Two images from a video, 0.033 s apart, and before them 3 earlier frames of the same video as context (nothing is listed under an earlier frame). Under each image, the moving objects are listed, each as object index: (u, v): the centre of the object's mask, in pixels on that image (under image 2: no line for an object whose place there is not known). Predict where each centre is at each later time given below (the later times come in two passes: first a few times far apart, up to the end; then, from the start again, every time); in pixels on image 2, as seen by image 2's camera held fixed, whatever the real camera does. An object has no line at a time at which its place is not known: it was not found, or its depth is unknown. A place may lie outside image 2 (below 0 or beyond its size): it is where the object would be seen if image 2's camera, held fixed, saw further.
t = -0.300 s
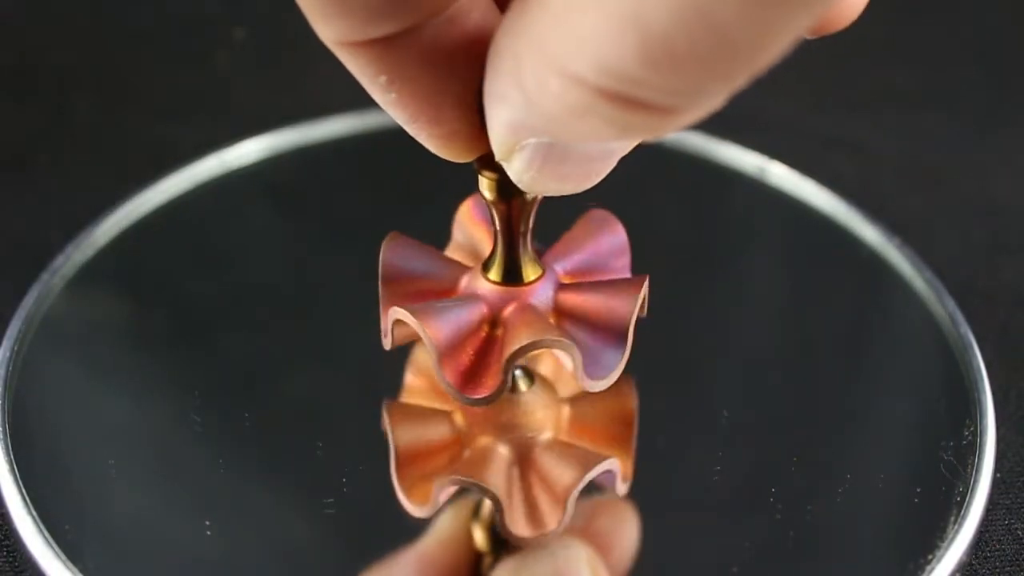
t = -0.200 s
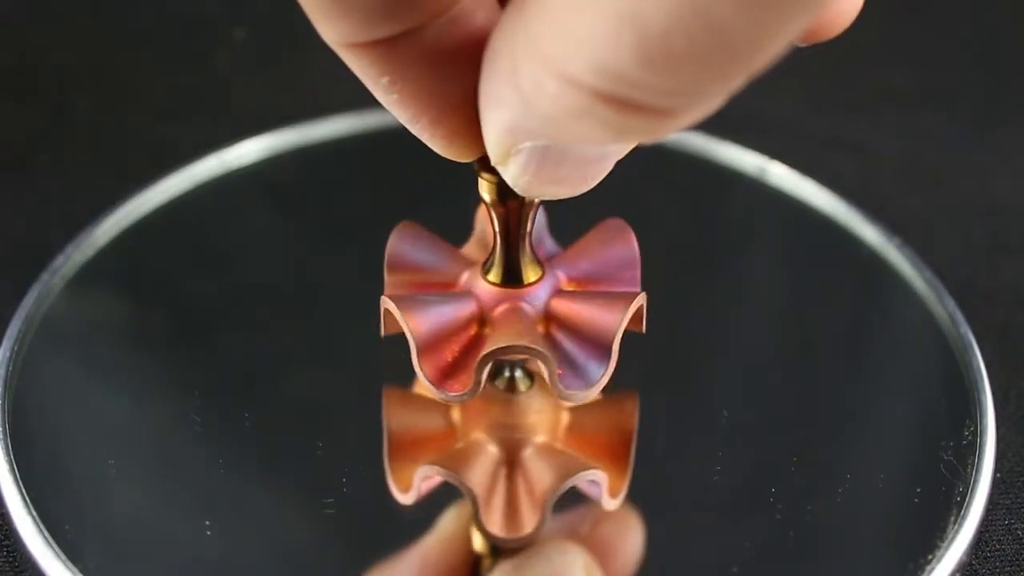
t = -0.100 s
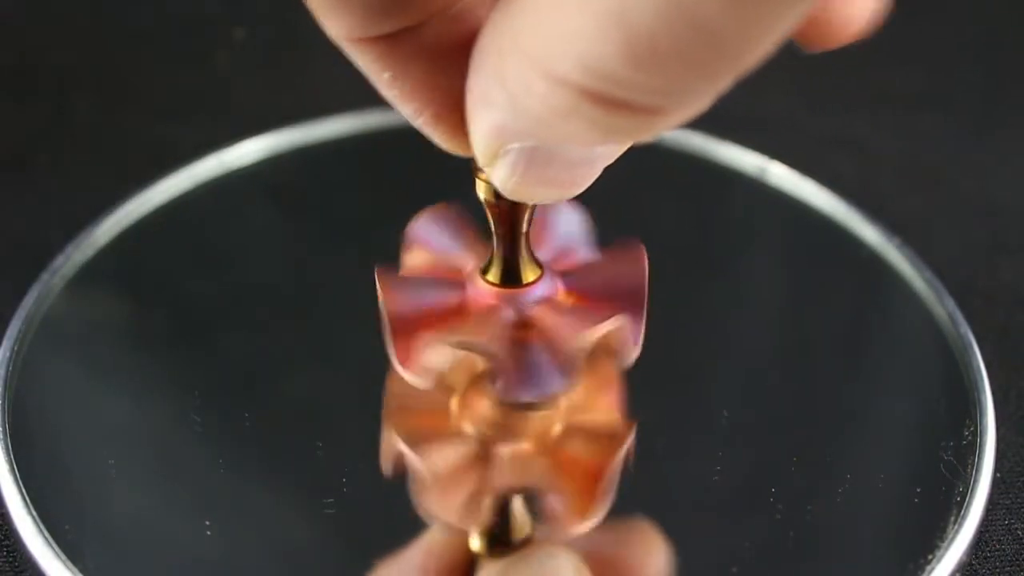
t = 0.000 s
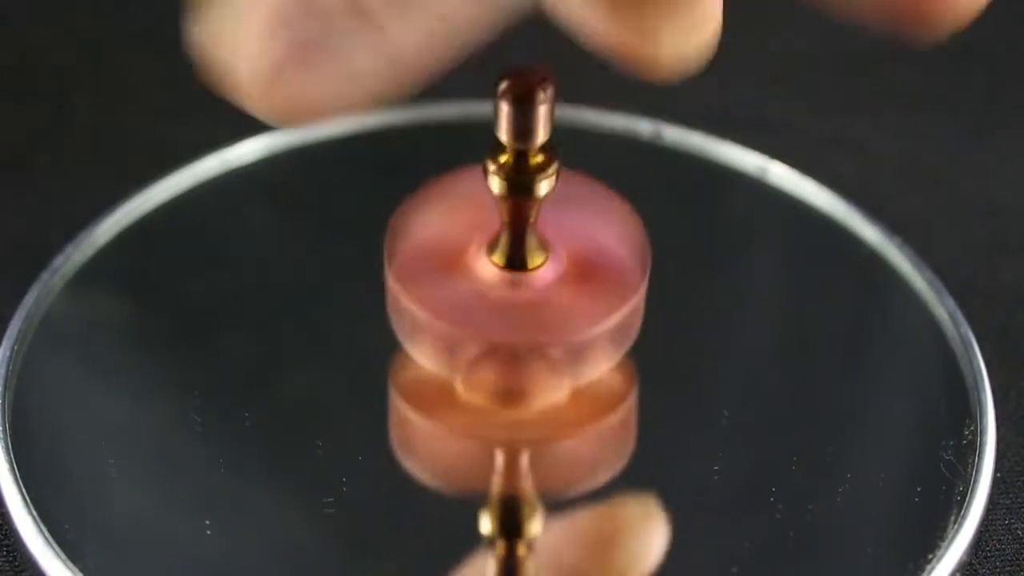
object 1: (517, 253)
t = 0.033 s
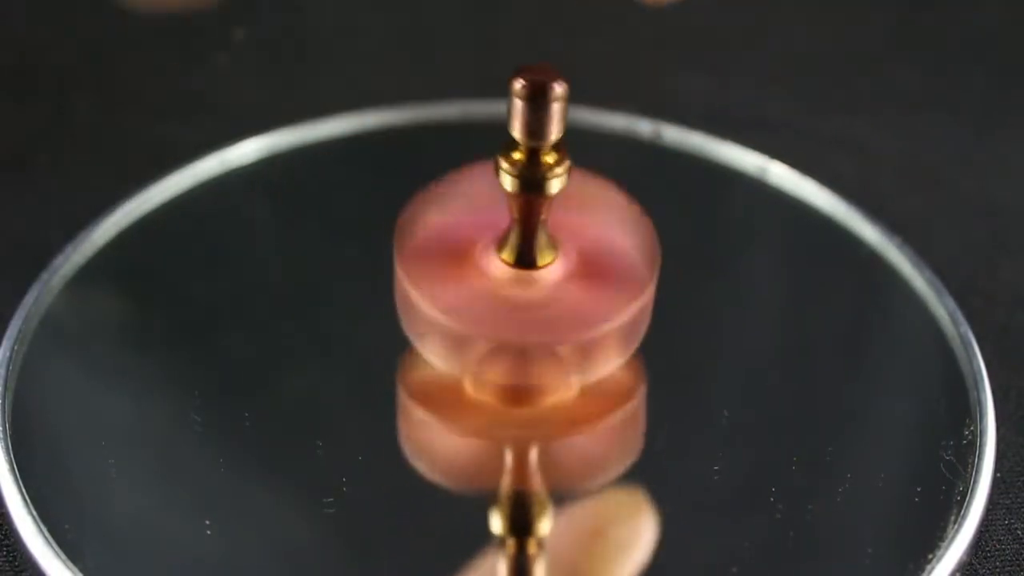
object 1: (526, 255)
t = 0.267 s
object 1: (558, 263)
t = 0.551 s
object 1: (527, 282)
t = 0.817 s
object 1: (499, 274)
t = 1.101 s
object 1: (535, 268)
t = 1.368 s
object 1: (539, 281)
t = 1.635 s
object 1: (502, 281)
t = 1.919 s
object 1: (514, 270)
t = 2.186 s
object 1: (536, 279)
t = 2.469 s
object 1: (506, 287)
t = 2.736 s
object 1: (503, 275)
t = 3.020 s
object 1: (529, 281)
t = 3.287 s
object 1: (509, 292)
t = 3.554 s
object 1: (500, 281)
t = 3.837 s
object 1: (525, 285)
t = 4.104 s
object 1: (510, 295)
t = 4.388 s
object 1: (502, 286)
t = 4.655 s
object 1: (523, 290)
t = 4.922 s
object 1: (508, 299)
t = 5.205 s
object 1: (506, 291)
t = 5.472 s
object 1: (522, 297)
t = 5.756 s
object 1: (506, 301)
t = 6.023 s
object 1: (512, 296)
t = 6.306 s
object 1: (519, 303)
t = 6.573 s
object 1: (507, 302)
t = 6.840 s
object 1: (520, 301)
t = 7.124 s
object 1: (516, 308)
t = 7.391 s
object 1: (513, 304)
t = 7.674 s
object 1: (523, 308)
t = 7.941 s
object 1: (515, 309)
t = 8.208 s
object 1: (523, 309)
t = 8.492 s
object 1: (522, 313)
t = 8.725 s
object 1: (521, 311)
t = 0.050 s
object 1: (530, 259)
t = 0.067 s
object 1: (532, 262)
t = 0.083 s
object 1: (535, 261)
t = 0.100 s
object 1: (538, 260)
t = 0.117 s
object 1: (541, 252)
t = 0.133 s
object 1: (544, 257)
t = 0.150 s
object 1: (546, 257)
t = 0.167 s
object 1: (549, 261)
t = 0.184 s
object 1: (551, 260)
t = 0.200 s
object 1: (552, 259)
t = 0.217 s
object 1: (554, 261)
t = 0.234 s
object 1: (555, 260)
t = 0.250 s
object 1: (557, 261)
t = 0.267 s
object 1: (558, 263)
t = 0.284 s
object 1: (558, 265)
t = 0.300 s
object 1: (558, 267)
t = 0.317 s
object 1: (557, 269)
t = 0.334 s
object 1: (557, 270)
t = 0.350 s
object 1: (556, 272)
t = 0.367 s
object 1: (555, 273)
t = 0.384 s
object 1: (554, 275)
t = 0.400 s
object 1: (552, 276)
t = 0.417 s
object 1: (550, 277)
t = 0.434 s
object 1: (547, 278)
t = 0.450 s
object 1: (545, 280)
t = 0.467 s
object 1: (542, 281)
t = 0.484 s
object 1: (539, 282)
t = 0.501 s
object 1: (536, 282)
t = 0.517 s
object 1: (533, 282)
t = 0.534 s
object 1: (530, 283)
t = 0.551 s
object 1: (527, 282)
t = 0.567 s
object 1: (524, 282)
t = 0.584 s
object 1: (521, 283)
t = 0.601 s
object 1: (518, 282)
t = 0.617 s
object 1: (515, 281)
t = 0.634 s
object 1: (513, 280)
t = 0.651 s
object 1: (510, 280)
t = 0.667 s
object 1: (508, 279)
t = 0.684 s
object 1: (505, 278)
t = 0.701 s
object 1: (504, 277)
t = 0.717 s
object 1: (502, 276)
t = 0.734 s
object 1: (501, 274)
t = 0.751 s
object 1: (500, 273)
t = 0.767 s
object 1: (500, 272)
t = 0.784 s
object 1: (499, 276)
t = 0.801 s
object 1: (499, 275)
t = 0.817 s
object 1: (499, 274)
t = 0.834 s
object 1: (500, 272)
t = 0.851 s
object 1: (501, 272)
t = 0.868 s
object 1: (502, 271)
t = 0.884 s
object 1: (504, 268)
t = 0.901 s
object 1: (505, 272)
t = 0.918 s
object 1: (507, 273)
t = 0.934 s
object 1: (509, 266)
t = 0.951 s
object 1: (512, 271)
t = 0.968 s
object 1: (514, 271)
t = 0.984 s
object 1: (517, 270)
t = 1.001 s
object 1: (519, 270)
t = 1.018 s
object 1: (522, 269)
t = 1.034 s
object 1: (524, 270)
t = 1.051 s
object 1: (527, 270)
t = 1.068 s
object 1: (530, 270)
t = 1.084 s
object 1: (532, 262)
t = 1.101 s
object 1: (535, 268)
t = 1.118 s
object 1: (537, 271)
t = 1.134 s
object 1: (539, 263)
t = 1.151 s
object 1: (541, 271)
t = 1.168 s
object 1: (542, 264)
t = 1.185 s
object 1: (544, 268)
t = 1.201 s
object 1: (544, 267)
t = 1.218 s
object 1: (545, 269)
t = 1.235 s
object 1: (546, 270)
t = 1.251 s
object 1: (546, 272)
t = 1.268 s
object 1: (546, 273)
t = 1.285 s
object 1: (545, 275)
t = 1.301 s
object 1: (544, 276)
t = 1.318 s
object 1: (543, 277)
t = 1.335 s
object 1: (542, 279)
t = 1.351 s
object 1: (540, 280)
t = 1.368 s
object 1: (539, 281)
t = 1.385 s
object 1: (537, 282)
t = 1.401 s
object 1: (535, 282)
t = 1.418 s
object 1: (532, 283)
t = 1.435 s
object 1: (530, 284)
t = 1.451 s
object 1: (527, 284)
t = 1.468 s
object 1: (524, 285)
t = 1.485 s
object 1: (522, 284)
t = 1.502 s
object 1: (519, 285)
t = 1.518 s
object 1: (517, 285)
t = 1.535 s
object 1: (514, 285)
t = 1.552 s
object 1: (512, 285)
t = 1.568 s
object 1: (509, 284)
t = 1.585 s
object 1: (507, 283)
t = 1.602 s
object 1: (505, 283)
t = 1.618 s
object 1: (503, 282)
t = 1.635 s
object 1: (502, 281)
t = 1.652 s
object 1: (500, 279)
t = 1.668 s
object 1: (499, 278)
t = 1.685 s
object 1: (498, 277)
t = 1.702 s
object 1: (498, 276)
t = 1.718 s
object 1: (497, 275)
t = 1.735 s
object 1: (497, 274)
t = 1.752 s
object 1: (497, 279)
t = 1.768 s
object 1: (498, 272)
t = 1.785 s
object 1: (499, 272)
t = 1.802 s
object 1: (500, 277)
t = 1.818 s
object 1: (501, 277)
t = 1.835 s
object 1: (503, 277)
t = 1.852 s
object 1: (505, 276)
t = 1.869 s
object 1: (507, 270)
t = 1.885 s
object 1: (509, 275)
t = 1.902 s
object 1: (511, 276)
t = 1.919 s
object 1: (514, 270)
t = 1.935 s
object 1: (516, 276)
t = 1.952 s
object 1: (518, 269)
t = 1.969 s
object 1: (521, 271)
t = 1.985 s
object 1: (523, 272)
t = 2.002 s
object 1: (525, 272)
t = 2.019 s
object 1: (527, 275)
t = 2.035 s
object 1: (529, 271)
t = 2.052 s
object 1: (531, 274)
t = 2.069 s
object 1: (532, 270)
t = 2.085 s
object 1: (533, 271)
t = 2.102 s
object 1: (535, 272)
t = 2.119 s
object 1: (535, 274)
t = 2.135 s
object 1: (536, 274)
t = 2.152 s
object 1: (536, 276)
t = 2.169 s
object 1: (536, 277)
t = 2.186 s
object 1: (536, 279)
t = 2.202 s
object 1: (535, 280)
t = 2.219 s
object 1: (535, 281)
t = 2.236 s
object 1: (534, 282)
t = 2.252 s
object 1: (532, 284)
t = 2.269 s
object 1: (531, 284)
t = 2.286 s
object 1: (529, 286)
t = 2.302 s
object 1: (527, 287)
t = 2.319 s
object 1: (525, 287)
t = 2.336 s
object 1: (523, 287)
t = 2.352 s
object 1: (521, 288)
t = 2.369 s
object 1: (518, 288)
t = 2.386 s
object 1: (516, 289)
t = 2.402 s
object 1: (514, 289)
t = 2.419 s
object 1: (512, 288)
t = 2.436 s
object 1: (510, 288)
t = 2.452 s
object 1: (508, 288)
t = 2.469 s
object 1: (506, 287)
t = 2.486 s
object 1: (504, 287)
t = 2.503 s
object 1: (502, 286)
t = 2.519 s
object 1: (501, 286)
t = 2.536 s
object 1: (499, 285)
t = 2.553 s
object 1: (499, 283)
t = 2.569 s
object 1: (498, 283)
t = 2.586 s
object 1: (497, 282)
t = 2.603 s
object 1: (497, 281)
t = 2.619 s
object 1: (496, 280)
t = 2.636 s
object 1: (497, 279)
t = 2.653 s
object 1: (497, 278)
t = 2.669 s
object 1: (498, 278)
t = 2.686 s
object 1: (499, 277)
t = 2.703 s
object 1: (500, 275)
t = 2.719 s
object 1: (502, 276)
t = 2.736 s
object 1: (503, 275)
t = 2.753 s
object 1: (505, 275)
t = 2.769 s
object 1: (507, 276)
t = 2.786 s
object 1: (509, 275)
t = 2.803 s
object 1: (511, 274)
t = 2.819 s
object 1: (513, 276)
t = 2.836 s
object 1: (515, 282)
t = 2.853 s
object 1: (517, 274)
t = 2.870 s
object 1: (519, 275)
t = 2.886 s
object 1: (521, 276)
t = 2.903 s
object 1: (522, 275)
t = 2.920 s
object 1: (524, 276)
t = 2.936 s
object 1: (526, 277)
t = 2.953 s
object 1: (527, 277)
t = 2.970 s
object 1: (528, 278)
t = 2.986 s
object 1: (529, 279)
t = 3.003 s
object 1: (529, 279)
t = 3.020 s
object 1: (529, 281)
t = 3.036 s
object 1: (530, 281)
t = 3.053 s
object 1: (529, 283)
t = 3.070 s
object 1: (529, 284)
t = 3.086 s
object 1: (528, 285)
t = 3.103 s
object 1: (528, 286)
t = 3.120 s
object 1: (526, 288)
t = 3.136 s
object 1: (525, 288)
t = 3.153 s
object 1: (524, 289)
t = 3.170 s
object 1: (522, 290)
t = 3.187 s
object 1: (520, 291)
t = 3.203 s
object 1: (518, 291)
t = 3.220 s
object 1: (516, 291)
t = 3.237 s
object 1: (514, 292)
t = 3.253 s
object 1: (513, 293)
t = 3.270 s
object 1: (511, 293)
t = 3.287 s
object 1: (509, 292)
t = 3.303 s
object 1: (507, 292)
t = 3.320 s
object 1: (505, 291)
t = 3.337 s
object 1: (504, 290)
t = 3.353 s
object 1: (502, 290)
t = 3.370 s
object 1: (501, 289)
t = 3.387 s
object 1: (500, 289)
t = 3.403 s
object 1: (499, 288)
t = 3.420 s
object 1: (498, 287)
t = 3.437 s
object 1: (497, 287)
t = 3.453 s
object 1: (497, 286)
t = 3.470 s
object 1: (497, 285)
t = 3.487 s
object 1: (497, 284)
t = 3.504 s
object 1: (498, 283)
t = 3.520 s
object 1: (498, 282)
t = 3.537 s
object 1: (499, 281)
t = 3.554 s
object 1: (500, 281)
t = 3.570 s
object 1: (501, 281)
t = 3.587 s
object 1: (502, 280)
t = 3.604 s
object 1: (504, 280)
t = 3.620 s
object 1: (506, 280)
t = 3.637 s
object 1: (508, 280)
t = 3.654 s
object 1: (510, 280)
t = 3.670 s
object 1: (512, 280)
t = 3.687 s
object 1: (513, 280)
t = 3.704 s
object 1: (515, 280)
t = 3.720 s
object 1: (517, 281)
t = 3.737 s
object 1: (519, 281)
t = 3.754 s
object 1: (520, 281)
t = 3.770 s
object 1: (521, 282)
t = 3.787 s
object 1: (523, 282)
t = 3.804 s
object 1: (524, 283)
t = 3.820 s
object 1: (525, 284)
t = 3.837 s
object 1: (525, 285)
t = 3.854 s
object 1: (526, 285)
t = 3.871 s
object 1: (526, 286)
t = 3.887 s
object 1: (526, 288)
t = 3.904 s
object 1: (525, 288)
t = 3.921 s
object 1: (525, 290)
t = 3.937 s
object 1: (524, 290)
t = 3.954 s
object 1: (523, 291)
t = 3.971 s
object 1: (522, 292)
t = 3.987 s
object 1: (521, 293)
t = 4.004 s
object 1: (519, 293)
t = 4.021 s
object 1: (517, 294)
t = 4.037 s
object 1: (516, 295)
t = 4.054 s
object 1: (514, 295)
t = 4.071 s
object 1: (513, 295)
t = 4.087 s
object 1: (511, 295)
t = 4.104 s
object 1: (510, 295)
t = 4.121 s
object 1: (508, 295)
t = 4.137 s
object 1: (506, 295)
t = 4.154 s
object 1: (505, 295)
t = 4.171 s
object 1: (503, 294)
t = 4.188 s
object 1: (502, 293)
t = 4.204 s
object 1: (501, 293)
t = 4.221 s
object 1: (500, 292)
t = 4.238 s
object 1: (500, 292)
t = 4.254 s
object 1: (499, 291)
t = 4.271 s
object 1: (499, 290)
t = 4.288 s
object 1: (499, 289)
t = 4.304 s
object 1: (499, 289)
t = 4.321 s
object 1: (499, 288)
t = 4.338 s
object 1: (500, 287)
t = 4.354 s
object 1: (500, 287)
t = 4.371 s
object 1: (501, 287)
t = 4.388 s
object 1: (502, 286)
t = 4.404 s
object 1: (504, 285)
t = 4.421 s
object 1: (505, 286)
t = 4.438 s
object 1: (506, 286)
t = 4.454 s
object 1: (508, 286)
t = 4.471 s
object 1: (510, 286)
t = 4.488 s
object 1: (511, 286)
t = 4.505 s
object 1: (513, 286)
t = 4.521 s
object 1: (515, 287)
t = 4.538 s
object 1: (516, 287)
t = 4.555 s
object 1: (517, 295)
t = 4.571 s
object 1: (519, 287)
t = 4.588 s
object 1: (520, 288)
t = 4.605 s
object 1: (521, 288)
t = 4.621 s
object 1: (522, 289)
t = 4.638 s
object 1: (522, 289)
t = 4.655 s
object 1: (523, 290)
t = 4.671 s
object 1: (523, 291)
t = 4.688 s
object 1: (523, 292)
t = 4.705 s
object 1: (523, 292)
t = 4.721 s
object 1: (522, 293)
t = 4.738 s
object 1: (522, 294)
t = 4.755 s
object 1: (521, 295)
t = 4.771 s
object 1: (520, 296)
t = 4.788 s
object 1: (519, 297)
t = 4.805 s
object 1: (518, 297)
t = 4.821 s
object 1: (517, 298)
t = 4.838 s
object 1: (515, 298)
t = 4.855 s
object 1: (514, 298)
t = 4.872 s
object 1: (512, 298)
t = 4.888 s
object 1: (511, 298)
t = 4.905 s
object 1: (510, 299)
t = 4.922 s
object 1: (508, 299)
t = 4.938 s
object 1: (507, 298)
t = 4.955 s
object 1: (506, 298)
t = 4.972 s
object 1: (505, 298)
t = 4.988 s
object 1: (503, 297)
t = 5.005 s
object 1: (503, 296)
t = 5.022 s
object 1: (502, 296)
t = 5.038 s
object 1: (502, 296)
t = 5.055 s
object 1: (501, 295)
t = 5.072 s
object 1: (501, 295)
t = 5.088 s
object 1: (501, 294)
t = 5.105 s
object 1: (501, 293)
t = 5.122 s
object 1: (502, 293)
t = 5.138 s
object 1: (502, 292)
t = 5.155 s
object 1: (503, 292)
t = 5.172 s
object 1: (504, 292)
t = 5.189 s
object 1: (505, 292)
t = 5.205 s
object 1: (506, 291)
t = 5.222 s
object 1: (508, 291)
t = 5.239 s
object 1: (509, 291)
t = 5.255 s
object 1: (511, 291)
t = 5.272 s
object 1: (512, 299)
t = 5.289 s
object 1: (513, 292)
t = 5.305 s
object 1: (515, 293)
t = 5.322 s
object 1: (516, 293)
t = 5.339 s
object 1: (517, 293)
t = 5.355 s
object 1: (518, 293)
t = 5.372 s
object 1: (519, 293)
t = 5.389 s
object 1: (520, 294)
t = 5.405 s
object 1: (521, 294)
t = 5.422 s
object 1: (521, 295)
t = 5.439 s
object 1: (522, 295)
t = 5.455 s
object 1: (522, 296)
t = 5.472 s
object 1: (522, 297)
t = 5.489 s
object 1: (522, 297)
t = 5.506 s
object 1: (522, 298)
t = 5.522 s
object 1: (521, 299)
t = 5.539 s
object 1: (520, 299)
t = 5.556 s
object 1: (519, 300)
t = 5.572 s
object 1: (518, 300)
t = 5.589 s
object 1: (517, 301)
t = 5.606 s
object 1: (516, 301)
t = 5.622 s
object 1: (515, 302)
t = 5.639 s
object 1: (514, 302)
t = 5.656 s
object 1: (512, 302)
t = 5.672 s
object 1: (511, 302)
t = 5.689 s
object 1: (510, 302)
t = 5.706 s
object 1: (509, 301)
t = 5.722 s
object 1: (508, 302)
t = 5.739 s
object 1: (507, 301)
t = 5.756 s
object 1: (506, 301)
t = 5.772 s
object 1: (505, 301)
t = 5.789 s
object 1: (505, 300)
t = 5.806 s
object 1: (504, 299)
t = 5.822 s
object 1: (504, 299)
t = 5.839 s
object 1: (504, 299)
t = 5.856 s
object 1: (504, 298)
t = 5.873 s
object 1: (504, 297)
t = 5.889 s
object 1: (504, 297)
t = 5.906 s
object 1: (505, 296)
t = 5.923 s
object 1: (506, 296)
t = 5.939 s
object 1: (506, 296)
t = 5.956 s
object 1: (508, 295)
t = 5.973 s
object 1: (508, 296)
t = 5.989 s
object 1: (510, 296)
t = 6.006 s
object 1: (511, 296)
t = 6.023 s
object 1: (512, 296)
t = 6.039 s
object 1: (514, 296)
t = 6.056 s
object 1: (515, 296)
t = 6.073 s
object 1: (516, 296)
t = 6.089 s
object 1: (517, 297)
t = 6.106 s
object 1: (518, 297)
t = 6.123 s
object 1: (519, 297)
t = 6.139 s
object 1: (520, 298)
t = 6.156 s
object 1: (520, 298)
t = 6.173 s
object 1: (521, 299)
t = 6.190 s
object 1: (521, 299)
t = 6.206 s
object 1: (522, 300)
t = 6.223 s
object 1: (521, 301)
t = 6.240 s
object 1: (521, 301)
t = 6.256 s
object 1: (521, 302)
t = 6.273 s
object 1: (520, 302)
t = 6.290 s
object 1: (520, 303)
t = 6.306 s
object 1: (519, 303)
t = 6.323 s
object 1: (518, 304)
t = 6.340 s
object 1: (517, 304)
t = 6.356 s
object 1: (516, 305)
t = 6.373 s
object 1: (515, 304)
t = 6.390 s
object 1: (514, 305)
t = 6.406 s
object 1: (513, 305)
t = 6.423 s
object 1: (512, 305)
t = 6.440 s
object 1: (512, 305)
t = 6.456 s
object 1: (511, 304)
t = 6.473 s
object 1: (510, 304)
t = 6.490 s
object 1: (509, 304)
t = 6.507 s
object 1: (509, 303)
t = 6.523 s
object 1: (508, 303)
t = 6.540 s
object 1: (508, 303)
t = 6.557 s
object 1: (507, 303)
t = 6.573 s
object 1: (507, 302)
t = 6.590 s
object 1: (507, 302)
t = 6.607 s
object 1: (508, 301)
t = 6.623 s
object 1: (508, 301)
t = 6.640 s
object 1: (508, 301)
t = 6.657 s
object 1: (509, 301)
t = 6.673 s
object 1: (510, 300)
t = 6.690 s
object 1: (510, 300)
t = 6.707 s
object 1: (511, 300)
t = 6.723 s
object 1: (512, 301)
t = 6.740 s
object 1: (513, 301)
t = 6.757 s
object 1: (514, 301)
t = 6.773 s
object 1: (516, 301)
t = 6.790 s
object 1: (517, 301)
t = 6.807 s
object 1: (518, 301)
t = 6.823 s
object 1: (519, 301)
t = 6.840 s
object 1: (520, 301)
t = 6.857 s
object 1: (520, 302)
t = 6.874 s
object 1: (521, 302)
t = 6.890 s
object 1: (521, 302)
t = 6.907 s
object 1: (521, 303)
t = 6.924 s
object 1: (522, 303)
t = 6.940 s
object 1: (522, 304)
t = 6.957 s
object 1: (522, 304)
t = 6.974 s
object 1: (522, 305)
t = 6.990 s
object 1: (521, 305)
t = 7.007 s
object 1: (521, 305)
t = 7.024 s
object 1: (520, 306)
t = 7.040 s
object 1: (520, 306)
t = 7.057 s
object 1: (519, 307)
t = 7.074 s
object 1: (518, 307)
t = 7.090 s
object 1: (517, 307)
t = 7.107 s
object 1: (517, 307)
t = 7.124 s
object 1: (516, 308)
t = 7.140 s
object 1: (515, 308)
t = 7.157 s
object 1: (514, 307)
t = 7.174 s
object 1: (513, 307)
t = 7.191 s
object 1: (513, 307)
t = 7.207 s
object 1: (512, 307)
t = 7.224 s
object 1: (512, 307)
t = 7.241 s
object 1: (511, 307)
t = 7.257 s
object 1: (511, 306)
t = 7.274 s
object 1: (511, 306)
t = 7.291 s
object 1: (511, 306)
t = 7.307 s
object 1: (511, 305)
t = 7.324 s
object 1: (511, 305)
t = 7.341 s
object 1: (511, 304)
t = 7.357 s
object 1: (512, 304)
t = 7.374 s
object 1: (513, 305)
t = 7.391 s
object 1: (513, 304)
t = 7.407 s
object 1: (514, 304)
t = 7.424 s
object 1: (515, 305)
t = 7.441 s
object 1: (516, 305)
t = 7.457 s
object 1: (517, 305)
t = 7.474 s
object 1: (518, 305)
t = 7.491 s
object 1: (519, 305)
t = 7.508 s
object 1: (519, 305)
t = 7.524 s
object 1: (520, 306)
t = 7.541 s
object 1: (521, 306)
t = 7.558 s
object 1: (522, 305)
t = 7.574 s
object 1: (522, 305)
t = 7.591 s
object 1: (523, 305)
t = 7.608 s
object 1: (523, 306)
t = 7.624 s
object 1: (523, 306)
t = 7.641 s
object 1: (523, 307)
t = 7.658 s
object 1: (523, 307)
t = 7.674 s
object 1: (523, 308)
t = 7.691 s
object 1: (523, 308)
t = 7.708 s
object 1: (522, 309)
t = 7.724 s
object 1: (522, 310)
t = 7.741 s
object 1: (522, 309)
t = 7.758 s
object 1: (521, 311)
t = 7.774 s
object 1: (521, 310)
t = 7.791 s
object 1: (520, 310)
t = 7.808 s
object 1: (519, 311)
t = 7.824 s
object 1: (519, 310)
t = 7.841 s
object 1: (518, 310)
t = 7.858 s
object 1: (517, 310)
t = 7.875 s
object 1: (517, 311)
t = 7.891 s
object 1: (516, 310)
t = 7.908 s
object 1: (516, 310)
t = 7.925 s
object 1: (515, 310)
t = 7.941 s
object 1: (515, 309)
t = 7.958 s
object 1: (515, 309)
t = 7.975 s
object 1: (515, 309)
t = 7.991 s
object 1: (515, 308)
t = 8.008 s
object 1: (516, 308)
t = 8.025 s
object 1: (516, 308)
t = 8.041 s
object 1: (516, 308)
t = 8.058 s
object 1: (517, 308)
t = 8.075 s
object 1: (517, 308)
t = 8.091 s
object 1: (518, 308)
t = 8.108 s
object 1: (519, 308)
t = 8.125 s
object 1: (519, 309)
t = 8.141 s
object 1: (520, 309)
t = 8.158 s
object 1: (521, 309)
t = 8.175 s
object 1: (522, 309)
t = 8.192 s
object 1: (522, 309)
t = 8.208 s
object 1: (523, 309)
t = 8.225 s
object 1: (524, 309)
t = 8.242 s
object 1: (524, 309)
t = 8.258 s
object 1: (525, 309)
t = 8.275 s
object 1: (525, 309)
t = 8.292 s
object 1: (525, 310)
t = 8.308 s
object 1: (525, 309)
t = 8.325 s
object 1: (526, 310)
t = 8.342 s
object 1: (525, 310)
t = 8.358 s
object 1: (525, 311)
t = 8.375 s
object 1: (525, 312)
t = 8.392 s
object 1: (524, 311)
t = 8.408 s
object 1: (524, 312)
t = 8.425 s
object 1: (524, 313)
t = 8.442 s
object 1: (523, 312)
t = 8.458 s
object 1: (523, 313)
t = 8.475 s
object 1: (523, 313)
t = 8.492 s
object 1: (522, 313)
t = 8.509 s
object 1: (522, 313)
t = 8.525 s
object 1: (521, 313)
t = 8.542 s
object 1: (521, 312)
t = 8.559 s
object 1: (520, 312)
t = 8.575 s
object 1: (520, 313)
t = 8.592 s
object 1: (520, 312)
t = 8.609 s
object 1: (520, 312)
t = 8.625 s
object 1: (520, 312)
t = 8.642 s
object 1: (520, 311)
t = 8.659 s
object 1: (520, 311)
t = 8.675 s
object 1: (520, 311)
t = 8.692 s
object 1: (520, 311)
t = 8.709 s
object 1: (521, 311)
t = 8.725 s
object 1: (521, 311)
